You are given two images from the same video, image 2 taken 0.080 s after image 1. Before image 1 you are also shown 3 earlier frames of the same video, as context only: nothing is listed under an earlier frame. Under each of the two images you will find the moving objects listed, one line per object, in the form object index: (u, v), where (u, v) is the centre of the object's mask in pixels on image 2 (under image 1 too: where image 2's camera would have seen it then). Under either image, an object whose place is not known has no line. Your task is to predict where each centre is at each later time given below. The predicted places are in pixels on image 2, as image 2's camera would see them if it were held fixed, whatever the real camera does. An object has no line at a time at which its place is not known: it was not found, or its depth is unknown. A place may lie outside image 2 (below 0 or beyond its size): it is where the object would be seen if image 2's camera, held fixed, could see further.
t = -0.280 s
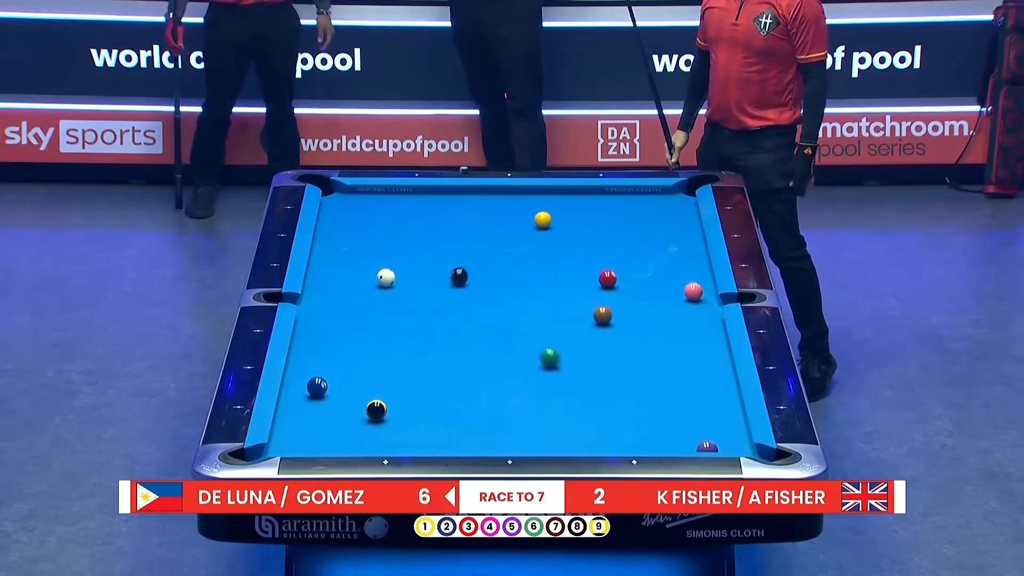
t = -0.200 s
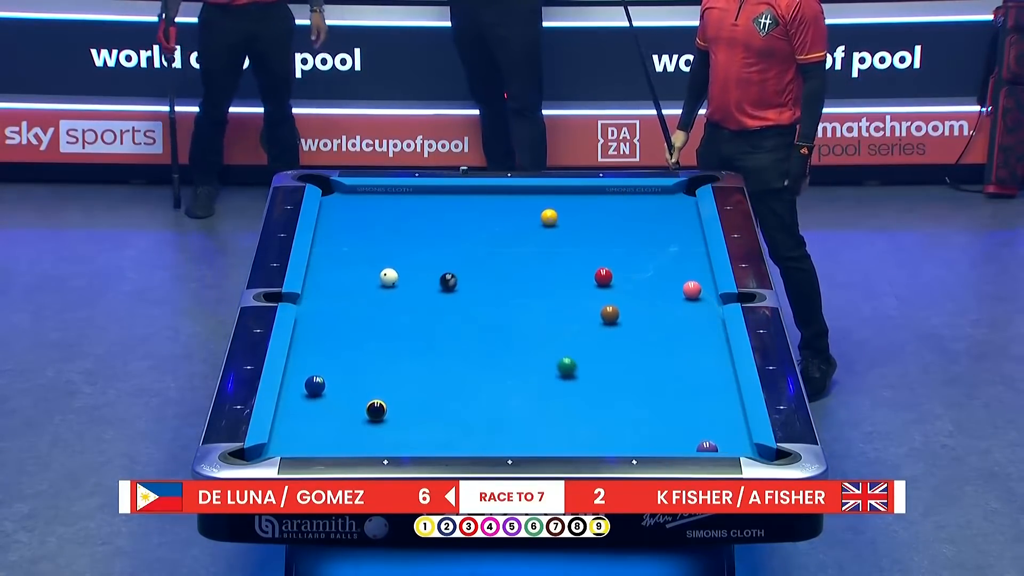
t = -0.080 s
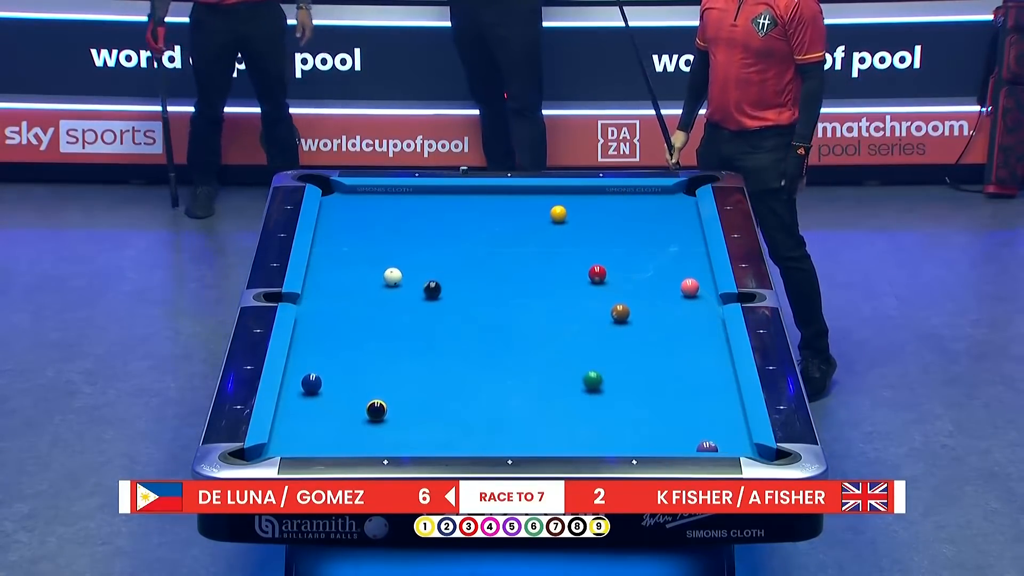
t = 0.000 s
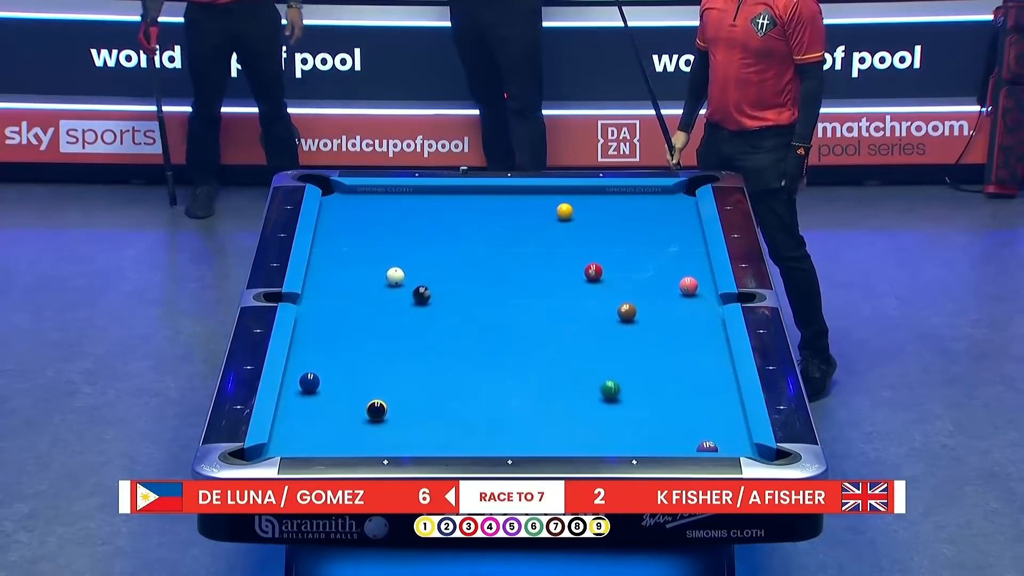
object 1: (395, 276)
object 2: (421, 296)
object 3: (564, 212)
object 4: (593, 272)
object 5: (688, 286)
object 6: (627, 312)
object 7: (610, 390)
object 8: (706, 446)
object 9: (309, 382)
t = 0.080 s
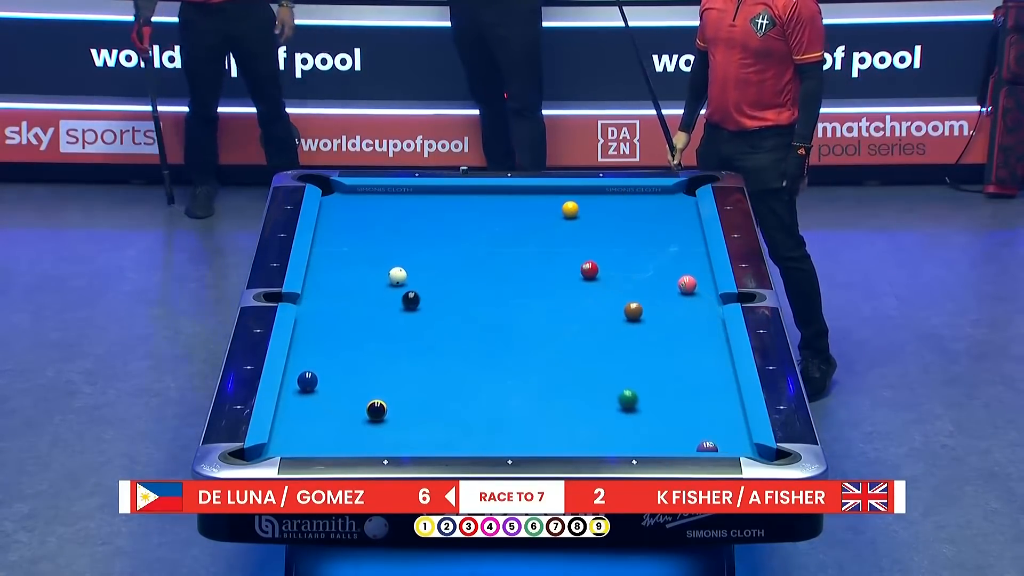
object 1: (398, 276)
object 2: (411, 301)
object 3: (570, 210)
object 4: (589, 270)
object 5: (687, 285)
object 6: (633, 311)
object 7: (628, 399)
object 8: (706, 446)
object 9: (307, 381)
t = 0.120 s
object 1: (399, 276)
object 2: (405, 304)
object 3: (573, 208)
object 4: (588, 269)
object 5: (686, 284)
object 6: (636, 311)
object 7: (637, 404)
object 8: (706, 446)
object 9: (306, 381)
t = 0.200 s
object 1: (401, 276)
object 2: (394, 309)
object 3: (579, 206)
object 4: (584, 267)
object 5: (685, 282)
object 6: (643, 310)
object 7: (655, 414)
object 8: (706, 446)
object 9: (304, 379)
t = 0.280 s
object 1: (403, 275)
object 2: (384, 314)
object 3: (584, 204)
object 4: (580, 266)
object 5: (684, 281)
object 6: (649, 309)
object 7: (673, 424)
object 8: (706, 446)
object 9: (303, 378)
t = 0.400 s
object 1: (405, 275)
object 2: (368, 322)
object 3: (592, 201)
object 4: (575, 263)
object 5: (682, 279)
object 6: (657, 308)
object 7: (701, 436)
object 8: (706, 447)
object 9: (300, 377)
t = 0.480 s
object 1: (407, 275)
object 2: (356, 328)
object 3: (597, 199)
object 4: (572, 262)
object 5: (682, 278)
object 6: (663, 307)
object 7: (723, 443)
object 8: (704, 446)
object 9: (298, 376)
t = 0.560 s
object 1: (409, 275)
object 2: (345, 333)
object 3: (602, 197)
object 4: (568, 260)
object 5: (680, 277)
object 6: (668, 306)
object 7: (741, 445)
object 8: (699, 445)
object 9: (297, 375)
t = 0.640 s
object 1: (410, 275)
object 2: (334, 338)
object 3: (607, 195)
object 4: (565, 259)
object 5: (680, 276)
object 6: (673, 305)
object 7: (729, 444)
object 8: (694, 443)
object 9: (295, 374)
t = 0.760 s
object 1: (412, 274)
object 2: (318, 346)
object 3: (614, 192)
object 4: (560, 257)
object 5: (678, 274)
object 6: (681, 304)
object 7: (715, 444)
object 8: (687, 441)
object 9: (294, 374)
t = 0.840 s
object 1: (413, 274)
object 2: (307, 352)
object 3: (619, 190)
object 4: (557, 255)
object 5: (678, 273)
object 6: (686, 303)
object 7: (706, 444)
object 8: (683, 439)
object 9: (293, 373)
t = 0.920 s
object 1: (414, 274)
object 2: (297, 355)
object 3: (623, 190)
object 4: (554, 254)
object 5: (677, 272)
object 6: (691, 303)
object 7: (697, 444)
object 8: (678, 437)
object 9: (294, 373)
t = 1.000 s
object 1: (414, 274)
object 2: (303, 359)
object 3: (627, 191)
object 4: (551, 253)
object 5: (676, 271)
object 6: (695, 302)
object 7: (689, 444)
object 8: (674, 433)
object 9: (295, 372)
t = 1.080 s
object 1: (415, 274)
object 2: (308, 364)
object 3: (630, 192)
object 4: (548, 251)
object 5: (676, 270)
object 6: (700, 302)
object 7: (680, 445)
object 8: (669, 430)
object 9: (295, 372)
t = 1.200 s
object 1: (416, 274)
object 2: (317, 370)
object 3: (635, 193)
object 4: (545, 249)
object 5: (675, 269)
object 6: (706, 301)
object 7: (668, 445)
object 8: (664, 427)
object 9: (293, 374)
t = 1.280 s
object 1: (416, 274)
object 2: (325, 372)
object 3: (639, 194)
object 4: (542, 248)
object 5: (674, 269)
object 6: (710, 300)
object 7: (660, 445)
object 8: (660, 426)
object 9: (294, 374)
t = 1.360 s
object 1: (416, 274)
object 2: (334, 374)
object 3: (642, 195)
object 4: (540, 247)
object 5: (673, 268)
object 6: (714, 300)
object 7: (652, 445)
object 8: (656, 423)
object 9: (295, 375)
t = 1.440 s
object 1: (416, 274)
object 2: (342, 377)
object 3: (645, 196)
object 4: (537, 246)
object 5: (672, 267)
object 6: (717, 299)
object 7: (644, 445)
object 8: (652, 421)
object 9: (297, 375)
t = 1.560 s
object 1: (416, 274)
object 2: (354, 380)
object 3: (649, 197)
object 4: (534, 245)
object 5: (672, 267)
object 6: (720, 299)
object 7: (634, 446)
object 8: (647, 418)
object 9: (298, 376)
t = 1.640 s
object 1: (416, 274)
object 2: (361, 382)
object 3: (652, 198)
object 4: (532, 244)
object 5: (671, 266)
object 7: (626, 446)
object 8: (644, 416)
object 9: (298, 377)
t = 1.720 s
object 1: (416, 274)
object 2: (369, 384)
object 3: (655, 199)
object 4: (530, 243)
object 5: (671, 266)
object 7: (619, 446)
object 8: (640, 415)
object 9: (299, 377)
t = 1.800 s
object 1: (416, 274)
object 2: (377, 386)
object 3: (658, 200)
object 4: (528, 242)
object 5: (671, 265)
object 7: (613, 446)
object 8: (637, 413)
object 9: (300, 378)
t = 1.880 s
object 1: (416, 274)
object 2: (384, 389)
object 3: (660, 201)
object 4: (526, 241)
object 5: (671, 265)
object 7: (606, 447)
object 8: (634, 411)
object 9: (300, 378)
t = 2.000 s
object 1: (416, 274)
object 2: (395, 392)
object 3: (664, 202)
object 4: (524, 240)
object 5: (671, 264)
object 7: (597, 447)
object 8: (629, 409)
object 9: (301, 379)
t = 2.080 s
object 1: (416, 274)
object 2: (402, 394)
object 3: (666, 202)
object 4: (522, 239)
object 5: (671, 264)
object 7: (591, 447)
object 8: (626, 407)
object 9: (301, 379)
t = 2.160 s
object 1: (416, 274)
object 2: (409, 396)
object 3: (668, 203)
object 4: (521, 238)
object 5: (671, 264)
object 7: (586, 447)
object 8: (623, 406)
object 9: (301, 379)
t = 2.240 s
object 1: (416, 274)
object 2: (416, 398)
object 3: (670, 204)
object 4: (519, 238)
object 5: (671, 264)
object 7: (580, 447)
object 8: (620, 405)
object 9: (301, 379)
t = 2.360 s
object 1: (416, 274)
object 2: (426, 401)
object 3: (673, 205)
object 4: (518, 237)
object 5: (671, 264)
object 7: (573, 446)
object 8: (617, 403)
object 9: (301, 379)
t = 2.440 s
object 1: (416, 274)
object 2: (432, 403)
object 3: (675, 205)
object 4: (516, 236)
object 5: (671, 264)
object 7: (568, 446)
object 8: (614, 401)
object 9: (301, 379)
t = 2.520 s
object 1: (416, 274)
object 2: (438, 405)
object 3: (676, 206)
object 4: (515, 235)
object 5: (671, 264)
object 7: (563, 446)
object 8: (612, 400)
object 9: (301, 379)
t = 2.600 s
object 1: (416, 274)
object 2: (445, 407)
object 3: (678, 206)
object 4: (514, 235)
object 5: (671, 264)
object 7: (559, 447)
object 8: (610, 399)
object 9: (301, 379)
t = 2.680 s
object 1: (416, 274)
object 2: (451, 409)
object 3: (679, 207)
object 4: (513, 234)
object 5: (671, 264)
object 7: (554, 447)
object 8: (608, 397)
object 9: (301, 379)
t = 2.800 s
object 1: (416, 274)
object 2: (459, 411)
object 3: (681, 207)
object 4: (512, 234)
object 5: (671, 264)
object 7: (549, 447)
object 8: (605, 396)
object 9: (301, 379)
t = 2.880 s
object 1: (416, 274)
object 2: (465, 413)
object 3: (682, 207)
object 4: (512, 234)
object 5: (671, 264)
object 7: (545, 447)
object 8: (603, 395)
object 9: (301, 379)
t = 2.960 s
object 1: (416, 274)
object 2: (471, 415)
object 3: (683, 208)
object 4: (511, 233)
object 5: (671, 264)
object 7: (542, 447)
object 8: (601, 394)
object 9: (301, 379)
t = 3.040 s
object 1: (416, 274)
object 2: (476, 416)
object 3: (684, 208)
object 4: (510, 233)
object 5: (671, 264)
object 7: (539, 447)
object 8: (599, 393)
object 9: (301, 379)
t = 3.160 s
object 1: (416, 274)
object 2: (484, 419)
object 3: (685, 209)
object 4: (510, 233)
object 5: (671, 264)
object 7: (534, 447)
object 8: (597, 392)
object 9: (301, 379)
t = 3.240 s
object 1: (416, 274)
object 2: (490, 420)
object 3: (685, 209)
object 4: (509, 233)
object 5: (671, 264)
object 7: (532, 447)
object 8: (595, 391)
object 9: (301, 379)
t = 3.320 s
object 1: (416, 274)
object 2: (494, 421)
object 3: (686, 209)
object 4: (509, 232)
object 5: (671, 264)
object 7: (529, 447)
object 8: (594, 391)
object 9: (301, 379)
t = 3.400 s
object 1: (416, 274)
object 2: (499, 423)
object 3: (687, 209)
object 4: (509, 232)
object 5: (671, 264)
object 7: (527, 447)
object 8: (593, 390)
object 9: (301, 379)
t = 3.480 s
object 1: (416, 274)
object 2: (504, 425)
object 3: (687, 209)
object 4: (509, 232)
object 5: (671, 264)
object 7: (525, 447)
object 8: (591, 390)
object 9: (301, 379)
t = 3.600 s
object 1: (416, 274)
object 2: (511, 427)
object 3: (687, 210)
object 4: (509, 232)
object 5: (671, 264)
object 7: (522, 447)
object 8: (589, 389)
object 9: (301, 379)
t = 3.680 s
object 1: (416, 274)
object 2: (515, 428)
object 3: (687, 209)
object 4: (509, 232)
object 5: (671, 264)
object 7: (521, 447)
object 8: (588, 389)
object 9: (301, 379)
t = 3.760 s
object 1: (416, 274)
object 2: (519, 429)
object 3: (687, 210)
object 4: (509, 232)
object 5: (671, 264)
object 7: (519, 447)
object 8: (587, 388)
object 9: (301, 379)
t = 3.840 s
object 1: (416, 274)
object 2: (523, 430)
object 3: (687, 209)
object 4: (509, 232)
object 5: (671, 264)
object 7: (518, 447)
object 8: (587, 388)
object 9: (301, 379)
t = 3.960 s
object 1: (416, 274)
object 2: (529, 432)
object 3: (687, 210)
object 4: (509, 232)
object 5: (671, 264)
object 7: (516, 447)
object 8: (586, 387)
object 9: (301, 379)
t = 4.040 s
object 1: (416, 274)
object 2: (533, 433)
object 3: (687, 210)
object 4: (509, 232)
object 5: (671, 264)
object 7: (516, 447)
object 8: (585, 387)
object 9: (301, 379)
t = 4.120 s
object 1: (416, 274)
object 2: (536, 434)
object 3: (687, 210)
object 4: (509, 232)
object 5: (671, 264)
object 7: (515, 447)
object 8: (585, 387)
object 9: (301, 379)
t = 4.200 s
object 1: (416, 274)
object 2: (540, 436)
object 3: (687, 210)
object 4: (509, 232)
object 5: (671, 264)
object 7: (514, 447)
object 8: (584, 387)
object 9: (301, 379)
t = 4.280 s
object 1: (416, 274)
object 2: (543, 437)
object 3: (687, 210)
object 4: (509, 232)
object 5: (671, 264)
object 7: (514, 447)
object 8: (584, 387)
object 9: (301, 379)
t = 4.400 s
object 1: (416, 274)
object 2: (547, 438)
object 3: (687, 210)
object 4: (509, 232)
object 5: (671, 264)
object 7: (513, 447)
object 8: (584, 387)
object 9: (301, 379)
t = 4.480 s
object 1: (416, 274)
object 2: (550, 439)
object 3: (687, 210)
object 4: (509, 232)
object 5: (671, 264)
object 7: (513, 447)
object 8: (584, 387)
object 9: (301, 379)
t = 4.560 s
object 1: (416, 274)
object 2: (553, 440)
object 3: (687, 210)
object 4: (509, 232)
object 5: (671, 264)
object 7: (513, 447)
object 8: (584, 387)
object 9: (301, 379)
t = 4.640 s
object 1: (416, 274)
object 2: (555, 440)
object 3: (687, 210)
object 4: (509, 232)
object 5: (671, 264)
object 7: (513, 447)
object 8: (584, 387)
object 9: (301, 379)
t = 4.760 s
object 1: (416, 274)
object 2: (559, 441)
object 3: (687, 210)
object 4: (509, 232)
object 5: (671, 264)
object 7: (513, 447)
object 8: (584, 387)
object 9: (301, 379)
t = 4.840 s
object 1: (416, 274)
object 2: (561, 441)
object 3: (687, 210)
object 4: (509, 232)
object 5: (671, 264)
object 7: (513, 447)
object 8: (584, 387)
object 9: (301, 379)
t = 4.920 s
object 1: (416, 274)
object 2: (563, 442)
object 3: (687, 210)
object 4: (509, 232)
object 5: (671, 263)
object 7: (514, 447)
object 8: (584, 387)
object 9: (301, 379)
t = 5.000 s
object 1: (416, 274)
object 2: (564, 442)
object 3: (687, 210)
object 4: (509, 232)
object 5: (671, 263)
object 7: (513, 447)
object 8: (584, 387)
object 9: (301, 379)
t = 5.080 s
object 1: (416, 274)
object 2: (566, 443)
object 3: (687, 210)
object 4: (509, 232)
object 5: (671, 263)
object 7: (513, 447)
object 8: (584, 387)
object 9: (301, 379)
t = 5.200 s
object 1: (416, 274)
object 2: (568, 443)
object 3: (687, 210)
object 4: (509, 232)
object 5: (671, 263)
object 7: (513, 447)
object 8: (584, 387)
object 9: (301, 379)
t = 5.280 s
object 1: (416, 274)
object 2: (570, 444)
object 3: (687, 210)
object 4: (509, 232)
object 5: (671, 263)
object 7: (513, 447)
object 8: (584, 387)
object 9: (301, 379)
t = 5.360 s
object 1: (416, 274)
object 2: (571, 444)
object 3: (687, 210)
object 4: (509, 232)
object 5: (671, 263)
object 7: (513, 447)
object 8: (584, 387)
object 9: (301, 379)
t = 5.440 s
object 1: (416, 274)
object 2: (572, 444)
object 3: (687, 210)
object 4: (509, 232)
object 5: (671, 263)
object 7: (513, 447)
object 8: (584, 387)
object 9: (301, 379)
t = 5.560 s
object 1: (416, 274)
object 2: (573, 444)
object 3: (687, 210)
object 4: (509, 232)
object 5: (671, 263)
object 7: (514, 447)
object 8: (584, 387)
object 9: (301, 379)
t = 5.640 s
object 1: (416, 274)
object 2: (574, 444)
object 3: (687, 210)
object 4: (509, 232)
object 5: (671, 263)
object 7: (514, 447)
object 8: (584, 387)
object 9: (301, 379)
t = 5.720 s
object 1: (416, 274)
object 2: (574, 444)
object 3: (687, 210)
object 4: (509, 232)
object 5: (671, 263)
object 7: (514, 447)
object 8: (584, 387)
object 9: (301, 379)
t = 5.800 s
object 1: (416, 274)
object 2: (575, 444)
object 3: (687, 210)
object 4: (509, 232)
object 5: (671, 263)
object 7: (514, 447)
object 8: (584, 387)
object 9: (301, 379)
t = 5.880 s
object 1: (416, 274)
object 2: (576, 444)
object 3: (688, 210)
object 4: (509, 232)
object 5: (671, 263)
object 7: (514, 447)
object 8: (584, 387)
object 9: (301, 379)
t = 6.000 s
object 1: (416, 274)
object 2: (576, 444)
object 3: (687, 210)
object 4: (509, 232)
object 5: (671, 263)
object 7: (514, 447)
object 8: (584, 387)
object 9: (301, 379)
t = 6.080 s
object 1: (416, 274)
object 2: (576, 444)
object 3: (687, 210)
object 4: (509, 232)
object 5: (671, 263)
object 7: (514, 447)
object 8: (584, 387)
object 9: (301, 379)
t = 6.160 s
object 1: (416, 274)
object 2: (576, 444)
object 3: (687, 210)
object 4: (509, 232)
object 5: (671, 264)
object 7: (514, 447)
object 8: (584, 387)
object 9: (301, 379)
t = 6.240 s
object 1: (416, 274)
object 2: (576, 444)
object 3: (687, 210)
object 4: (509, 232)
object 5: (671, 264)
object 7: (514, 447)
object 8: (584, 387)
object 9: (301, 379)
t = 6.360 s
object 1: (416, 274)
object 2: (576, 444)
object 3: (687, 210)
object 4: (509, 232)
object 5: (671, 263)
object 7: (514, 447)
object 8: (584, 387)
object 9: (301, 379)
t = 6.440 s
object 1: (416, 274)
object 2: (576, 444)
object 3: (687, 210)
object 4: (509, 232)
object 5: (671, 263)
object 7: (514, 447)
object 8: (584, 387)
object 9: (301, 379)
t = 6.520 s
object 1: (416, 274)
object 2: (576, 444)
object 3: (687, 210)
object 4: (509, 232)
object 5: (671, 263)
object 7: (514, 447)
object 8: (584, 387)
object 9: (301, 379)
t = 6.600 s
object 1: (416, 274)
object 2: (576, 444)
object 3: (687, 210)
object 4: (509, 232)
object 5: (671, 264)
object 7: (514, 447)
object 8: (584, 387)
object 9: (301, 379)
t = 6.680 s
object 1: (416, 274)
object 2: (576, 444)
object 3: (687, 210)
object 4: (509, 232)
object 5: (671, 264)
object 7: (514, 447)
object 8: (584, 387)
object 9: (301, 379)
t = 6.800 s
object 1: (416, 274)
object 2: (576, 444)
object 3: (687, 210)
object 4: (509, 232)
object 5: (671, 264)
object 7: (514, 447)
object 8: (584, 387)
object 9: (301, 379)
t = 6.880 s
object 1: (416, 274)
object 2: (576, 444)
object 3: (687, 210)
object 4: (509, 232)
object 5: (671, 264)
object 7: (514, 447)
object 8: (584, 387)
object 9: (301, 379)
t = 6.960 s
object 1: (416, 274)
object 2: (576, 444)
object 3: (687, 210)
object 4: (509, 232)
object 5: (671, 264)
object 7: (514, 447)
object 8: (584, 387)
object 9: (301, 379)
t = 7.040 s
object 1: (416, 274)
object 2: (576, 444)
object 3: (687, 210)
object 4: (509, 232)
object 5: (671, 264)
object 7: (514, 447)
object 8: (584, 387)
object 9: (301, 379)
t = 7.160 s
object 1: (416, 274)
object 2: (576, 444)
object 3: (687, 210)
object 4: (509, 232)
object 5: (671, 264)
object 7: (513, 447)
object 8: (584, 387)
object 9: (301, 379)
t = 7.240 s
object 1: (416, 274)
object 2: (576, 444)
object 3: (687, 210)
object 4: (509, 232)
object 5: (671, 264)
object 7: (513, 447)
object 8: (584, 387)
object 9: (301, 379)
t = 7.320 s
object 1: (416, 274)
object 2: (576, 444)
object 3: (687, 210)
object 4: (509, 232)
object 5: (671, 264)
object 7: (513, 447)
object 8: (584, 387)
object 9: (301, 379)
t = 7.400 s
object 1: (416, 274)
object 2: (576, 444)
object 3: (687, 210)
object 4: (509, 232)
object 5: (671, 264)
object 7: (513, 447)
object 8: (584, 387)
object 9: (301, 379)
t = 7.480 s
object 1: (416, 274)
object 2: (576, 444)
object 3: (687, 210)
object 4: (509, 232)
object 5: (671, 264)
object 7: (513, 447)
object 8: (584, 387)
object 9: (301, 379)
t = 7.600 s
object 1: (416, 274)
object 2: (576, 444)
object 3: (687, 210)
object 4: (509, 232)
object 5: (671, 264)
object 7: (513, 447)
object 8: (584, 387)
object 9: (301, 379)
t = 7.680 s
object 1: (416, 274)
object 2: (576, 444)
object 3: (687, 210)
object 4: (509, 232)
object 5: (671, 264)
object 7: (513, 447)
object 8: (584, 387)
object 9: (301, 379)
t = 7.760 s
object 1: (416, 274)
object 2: (576, 444)
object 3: (687, 210)
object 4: (509, 232)
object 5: (671, 264)
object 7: (513, 447)
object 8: (584, 387)
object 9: (301, 379)
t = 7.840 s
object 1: (416, 274)
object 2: (576, 444)
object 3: (687, 210)
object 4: (509, 232)
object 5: (671, 264)
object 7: (513, 447)
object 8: (584, 387)
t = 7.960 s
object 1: (416, 274)
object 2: (576, 444)
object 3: (687, 210)
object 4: (509, 232)
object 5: (671, 264)
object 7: (513, 447)
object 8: (584, 387)
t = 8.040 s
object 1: (416, 274)
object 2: (576, 444)
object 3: (687, 210)
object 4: (509, 232)
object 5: (671, 264)
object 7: (513, 447)
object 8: (584, 387)
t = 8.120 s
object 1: (416, 274)
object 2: (576, 444)
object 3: (687, 210)
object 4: (509, 232)
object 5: (671, 264)
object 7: (513, 447)
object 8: (584, 387)
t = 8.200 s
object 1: (416, 274)
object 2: (576, 444)
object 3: (687, 210)
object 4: (509, 232)
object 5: (671, 264)
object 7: (513, 447)
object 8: (584, 387)
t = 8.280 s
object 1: (416, 274)
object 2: (576, 444)
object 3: (687, 210)
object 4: (509, 232)
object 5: (671, 264)
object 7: (513, 447)
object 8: (584, 387)
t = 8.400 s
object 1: (416, 274)
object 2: (576, 444)
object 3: (687, 210)
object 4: (509, 232)
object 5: (671, 264)
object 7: (513, 447)
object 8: (584, 387)
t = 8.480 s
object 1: (416, 274)
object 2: (576, 444)
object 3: (687, 210)
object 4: (509, 232)
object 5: (671, 264)
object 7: (513, 447)
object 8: (584, 387)
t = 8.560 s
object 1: (416, 274)
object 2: (576, 445)
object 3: (687, 210)
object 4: (509, 232)
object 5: (671, 264)
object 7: (513, 447)
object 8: (584, 387)
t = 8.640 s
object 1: (416, 274)
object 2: (576, 445)
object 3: (687, 210)
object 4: (509, 232)
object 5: (671, 264)
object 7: (513, 447)
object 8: (584, 387)
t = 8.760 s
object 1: (416, 274)
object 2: (576, 445)
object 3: (687, 210)
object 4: (509, 232)
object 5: (671, 264)
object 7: (513, 447)
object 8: (584, 387)
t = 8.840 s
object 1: (416, 274)
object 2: (576, 445)
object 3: (687, 210)
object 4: (509, 232)
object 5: (671, 264)
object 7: (513, 447)
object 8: (584, 387)
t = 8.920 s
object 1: (416, 274)
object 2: (576, 445)
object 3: (687, 210)
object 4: (509, 232)
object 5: (671, 264)
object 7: (513, 447)
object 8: (584, 387)
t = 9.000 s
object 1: (416, 274)
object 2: (576, 445)
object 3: (687, 210)
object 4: (509, 232)
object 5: (671, 264)
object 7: (513, 447)
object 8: (584, 387)
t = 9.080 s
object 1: (416, 274)
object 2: (576, 445)
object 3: (687, 210)
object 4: (509, 232)
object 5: (671, 264)
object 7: (513, 447)
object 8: (584, 387)
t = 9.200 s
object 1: (416, 274)
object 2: (576, 445)
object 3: (687, 210)
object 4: (509, 232)
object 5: (671, 264)
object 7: (513, 447)
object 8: (584, 387)
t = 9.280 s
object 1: (416, 274)
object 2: (576, 445)
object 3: (687, 210)
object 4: (509, 232)
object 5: (671, 264)
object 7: (513, 447)
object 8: (584, 387)
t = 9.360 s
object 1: (416, 274)
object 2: (576, 445)
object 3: (687, 210)
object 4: (509, 232)
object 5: (671, 264)
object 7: (513, 447)
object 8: (584, 387)
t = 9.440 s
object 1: (416, 274)
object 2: (576, 445)
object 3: (687, 210)
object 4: (509, 232)
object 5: (671, 264)
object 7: (513, 447)
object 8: (584, 387)
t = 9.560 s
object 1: (416, 274)
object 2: (576, 445)
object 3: (687, 210)
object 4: (509, 232)
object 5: (671, 264)
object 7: (513, 447)
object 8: (584, 387)
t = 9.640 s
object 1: (416, 274)
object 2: (576, 445)
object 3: (687, 210)
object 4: (509, 232)
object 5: (671, 264)
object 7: (513, 447)
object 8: (584, 387)
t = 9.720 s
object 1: (416, 274)
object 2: (576, 445)
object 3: (687, 210)
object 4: (509, 232)
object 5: (671, 264)
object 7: (513, 447)
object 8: (584, 387)
